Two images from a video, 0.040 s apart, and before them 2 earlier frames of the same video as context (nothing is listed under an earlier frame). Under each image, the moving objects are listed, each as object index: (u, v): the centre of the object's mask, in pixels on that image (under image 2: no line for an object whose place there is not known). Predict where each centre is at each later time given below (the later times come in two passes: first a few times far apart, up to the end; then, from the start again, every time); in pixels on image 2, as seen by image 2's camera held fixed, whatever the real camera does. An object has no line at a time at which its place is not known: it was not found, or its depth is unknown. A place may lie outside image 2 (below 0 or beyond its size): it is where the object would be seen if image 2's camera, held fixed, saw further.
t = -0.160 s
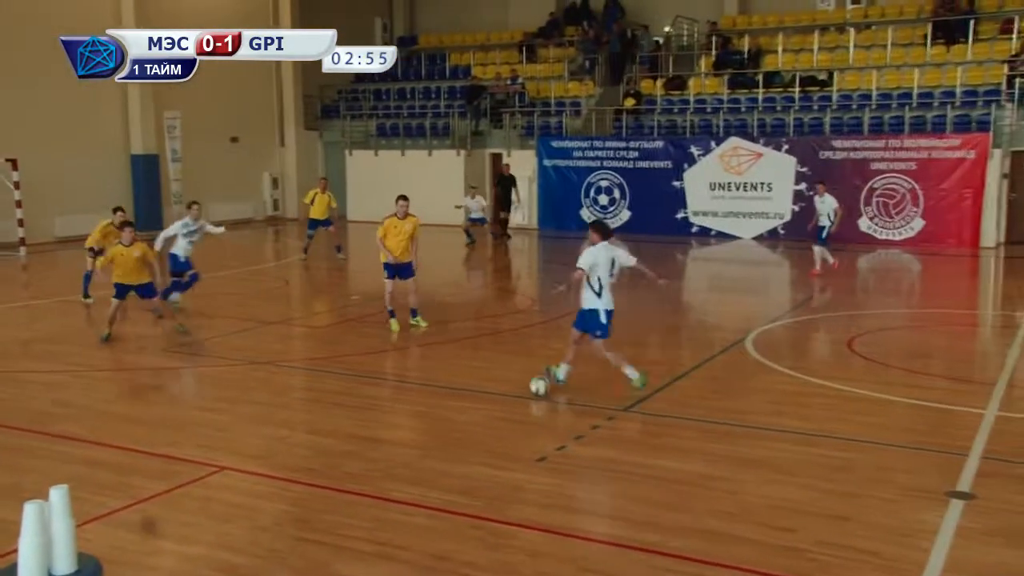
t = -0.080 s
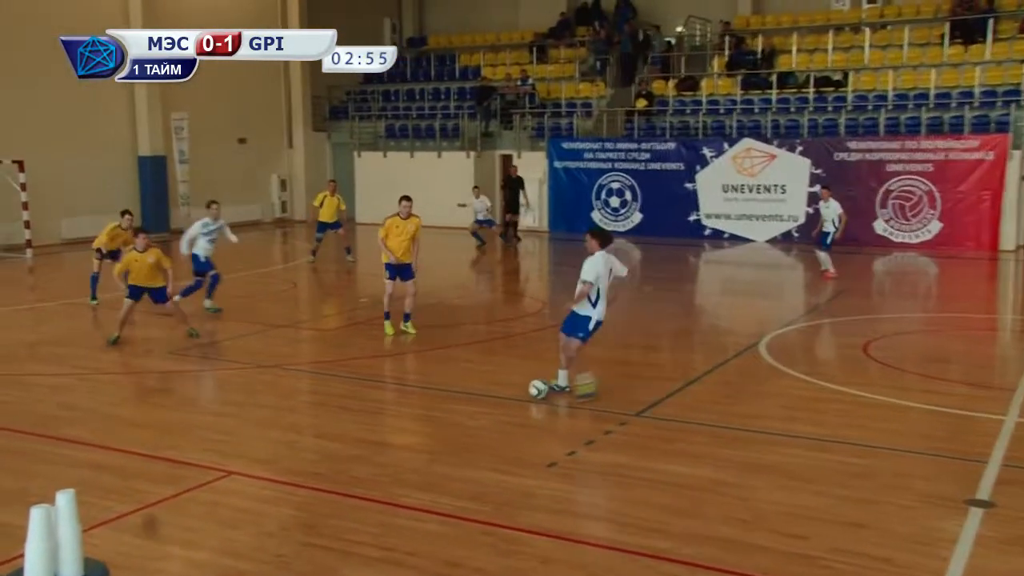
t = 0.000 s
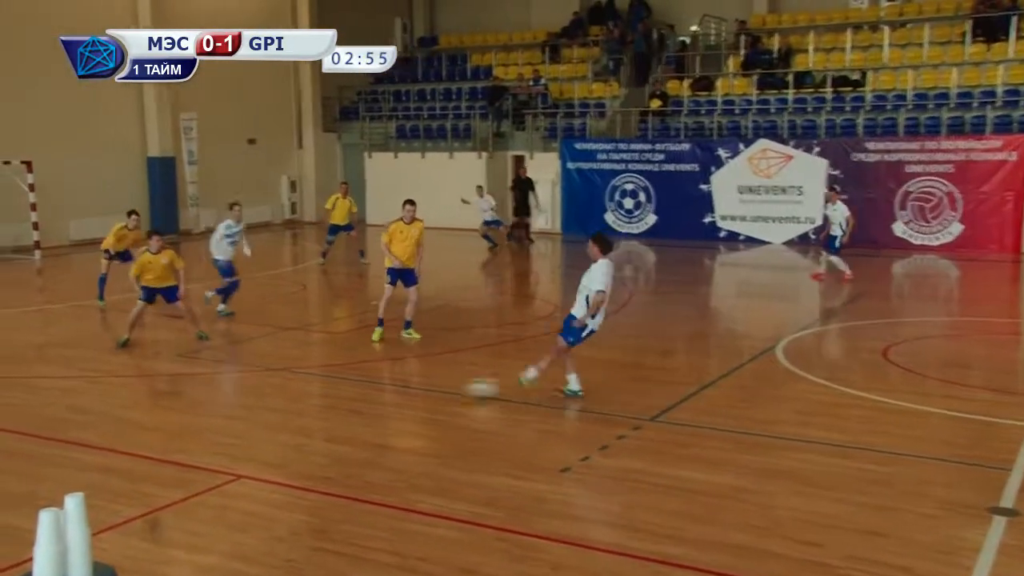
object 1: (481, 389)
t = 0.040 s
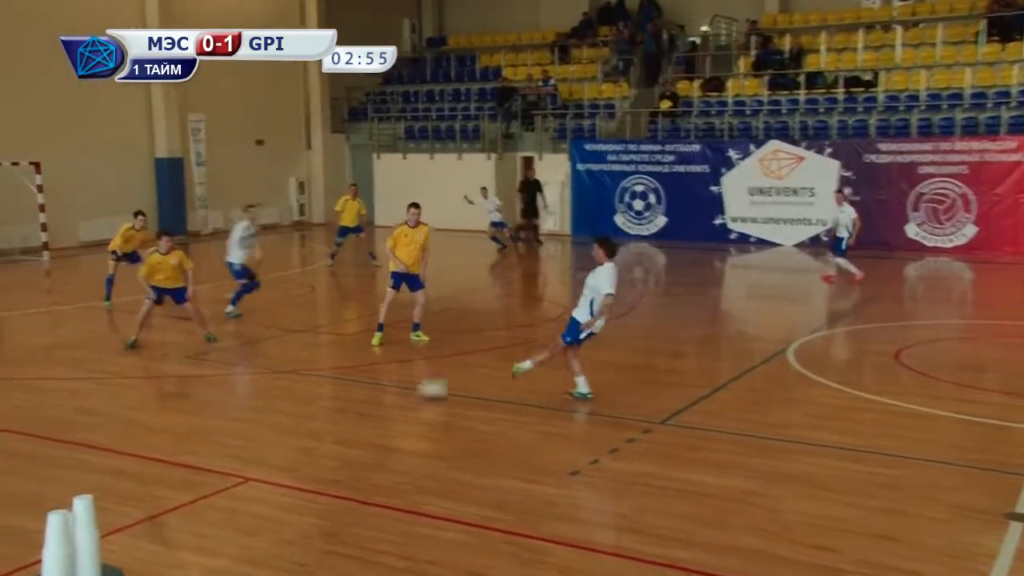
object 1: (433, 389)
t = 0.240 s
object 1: (172, 380)
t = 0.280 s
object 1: (126, 379)
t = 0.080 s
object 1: (376, 388)
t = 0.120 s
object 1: (322, 386)
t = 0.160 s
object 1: (270, 383)
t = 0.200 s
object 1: (220, 382)
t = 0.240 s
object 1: (172, 380)
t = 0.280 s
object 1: (126, 379)
